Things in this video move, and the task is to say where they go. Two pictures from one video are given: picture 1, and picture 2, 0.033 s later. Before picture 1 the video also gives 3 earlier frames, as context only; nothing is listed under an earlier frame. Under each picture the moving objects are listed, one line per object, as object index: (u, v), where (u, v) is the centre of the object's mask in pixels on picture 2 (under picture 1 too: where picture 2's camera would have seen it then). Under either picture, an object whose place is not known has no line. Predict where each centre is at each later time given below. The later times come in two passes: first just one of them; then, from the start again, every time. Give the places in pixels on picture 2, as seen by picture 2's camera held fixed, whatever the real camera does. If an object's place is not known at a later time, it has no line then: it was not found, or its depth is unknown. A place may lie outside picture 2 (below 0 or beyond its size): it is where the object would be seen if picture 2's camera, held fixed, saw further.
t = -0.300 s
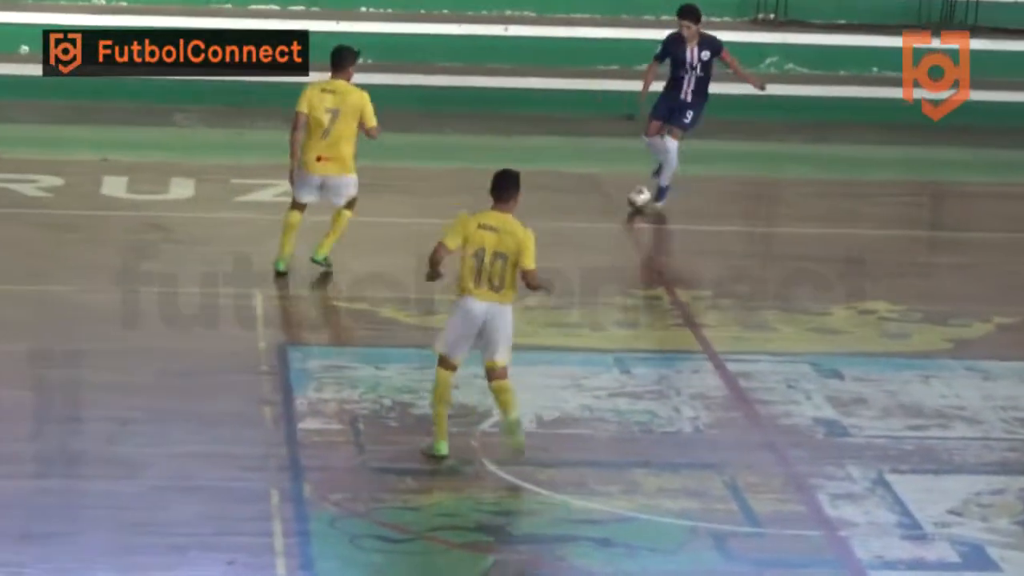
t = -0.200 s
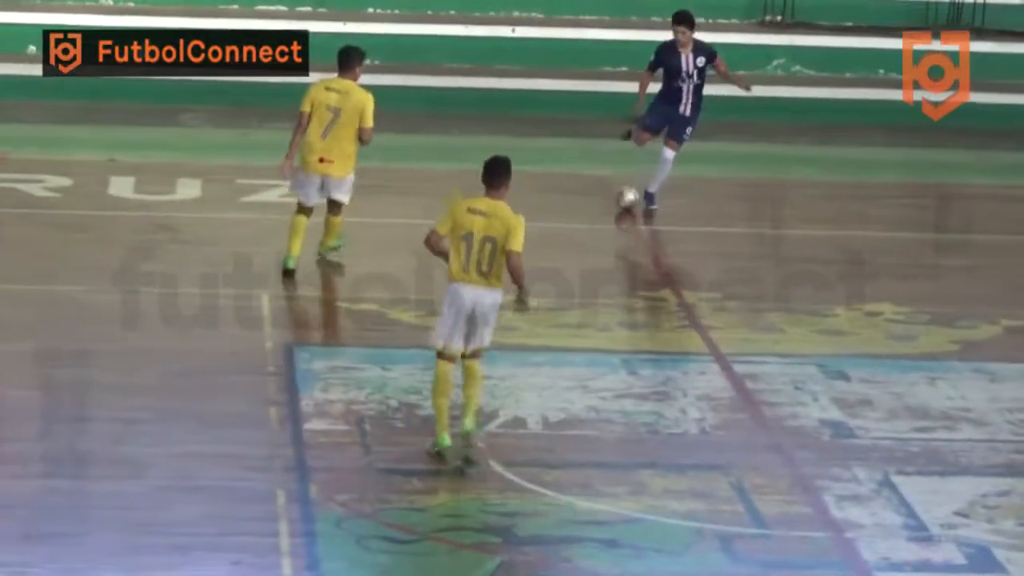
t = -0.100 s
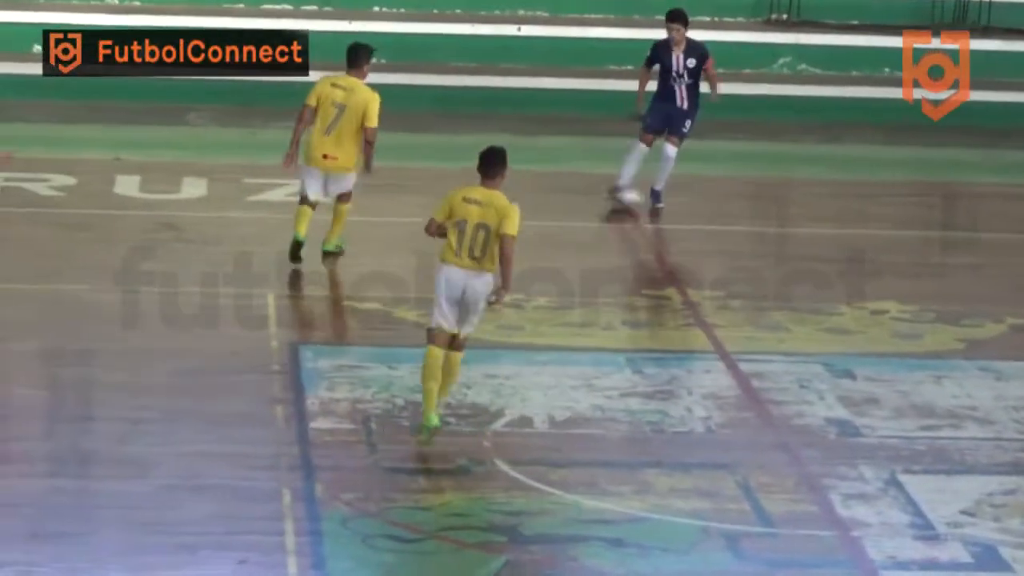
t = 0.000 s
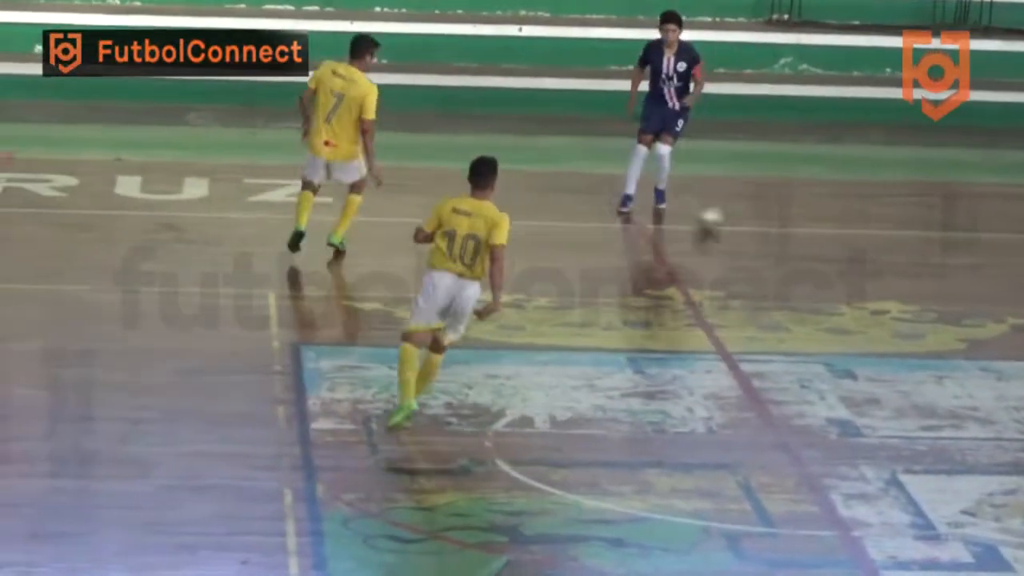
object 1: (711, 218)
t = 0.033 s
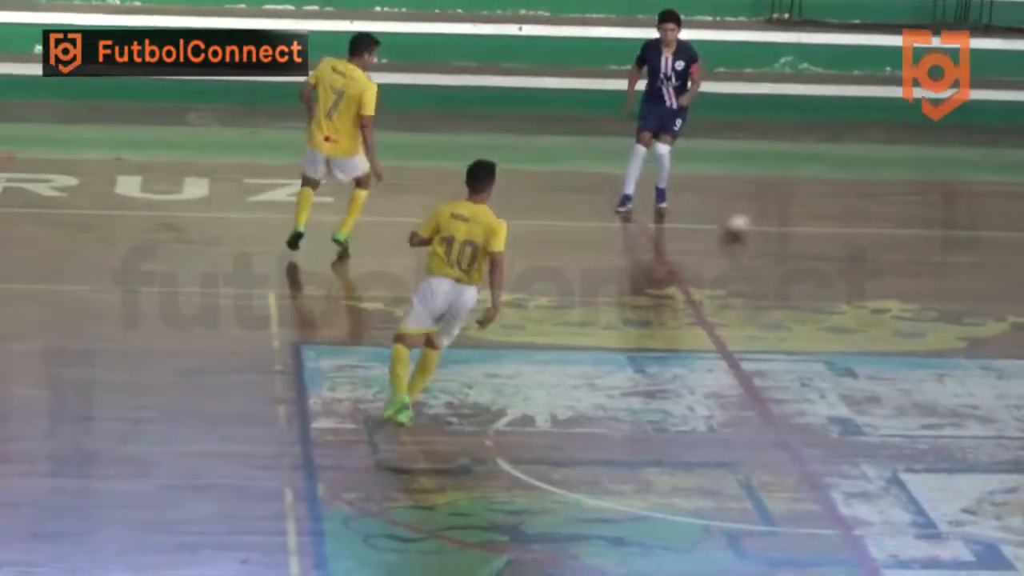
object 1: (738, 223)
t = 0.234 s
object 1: (892, 261)
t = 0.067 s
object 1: (762, 228)
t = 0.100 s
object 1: (789, 235)
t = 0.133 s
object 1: (815, 242)
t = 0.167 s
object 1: (840, 248)
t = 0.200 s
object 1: (867, 256)
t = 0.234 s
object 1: (892, 261)
